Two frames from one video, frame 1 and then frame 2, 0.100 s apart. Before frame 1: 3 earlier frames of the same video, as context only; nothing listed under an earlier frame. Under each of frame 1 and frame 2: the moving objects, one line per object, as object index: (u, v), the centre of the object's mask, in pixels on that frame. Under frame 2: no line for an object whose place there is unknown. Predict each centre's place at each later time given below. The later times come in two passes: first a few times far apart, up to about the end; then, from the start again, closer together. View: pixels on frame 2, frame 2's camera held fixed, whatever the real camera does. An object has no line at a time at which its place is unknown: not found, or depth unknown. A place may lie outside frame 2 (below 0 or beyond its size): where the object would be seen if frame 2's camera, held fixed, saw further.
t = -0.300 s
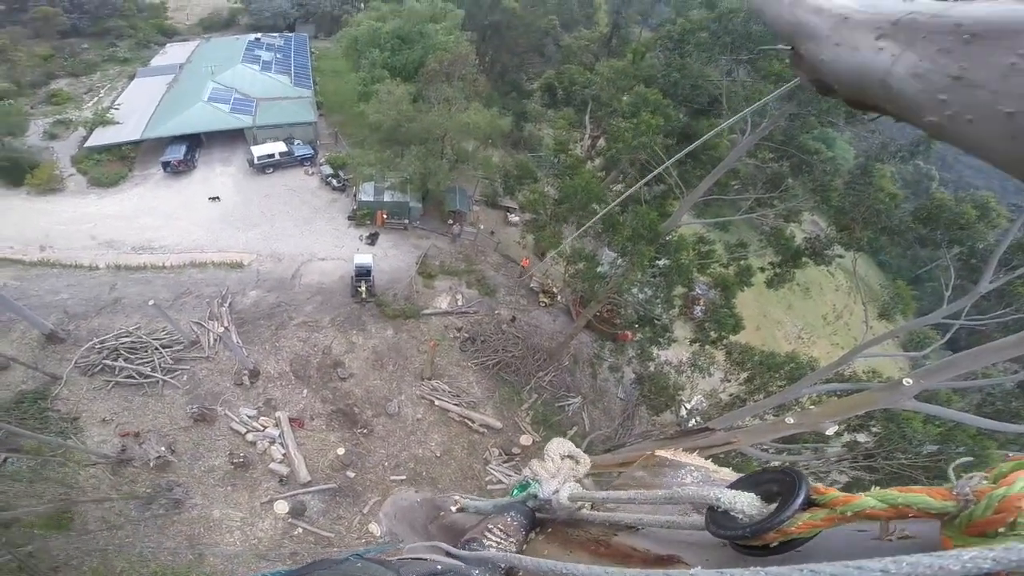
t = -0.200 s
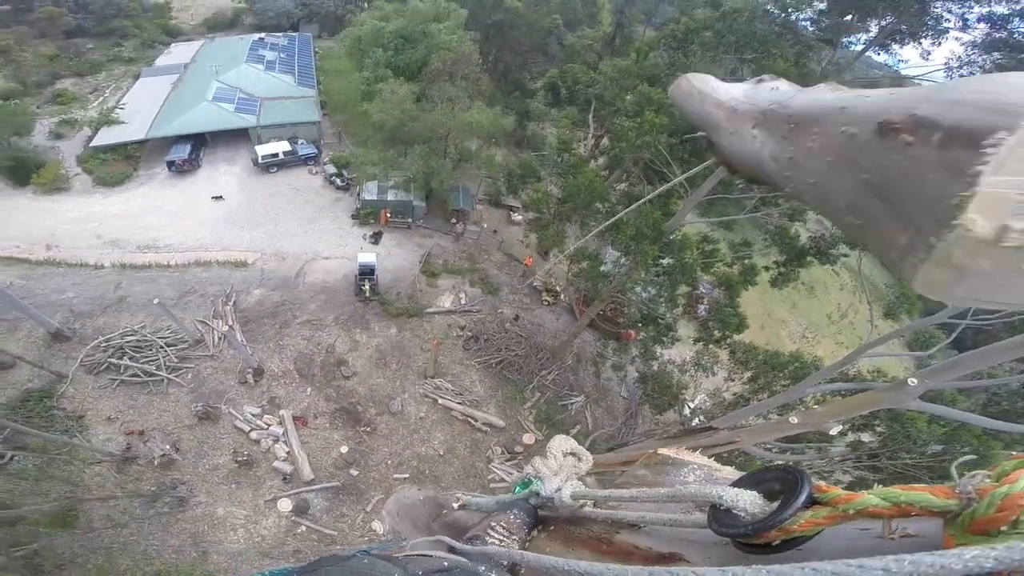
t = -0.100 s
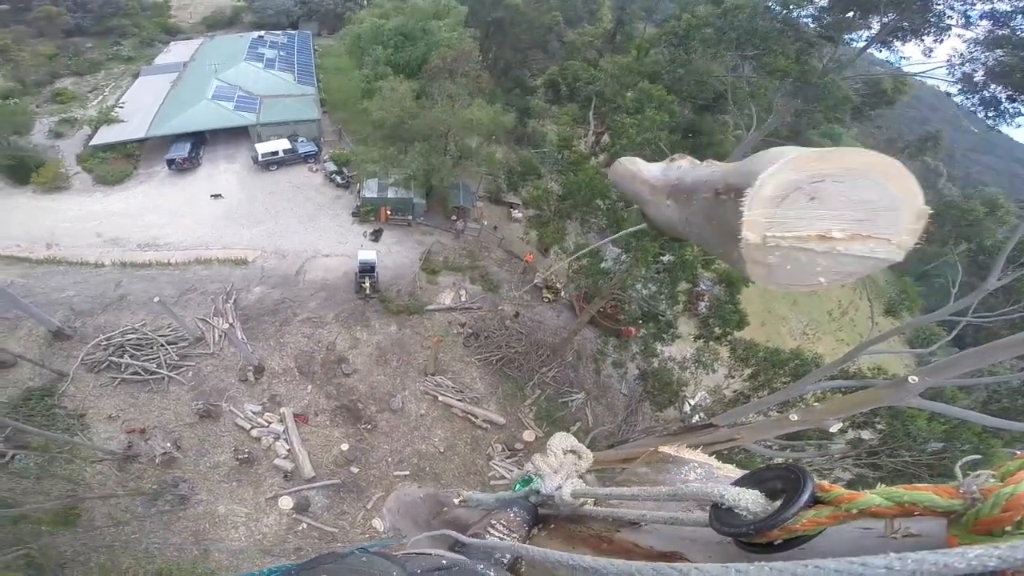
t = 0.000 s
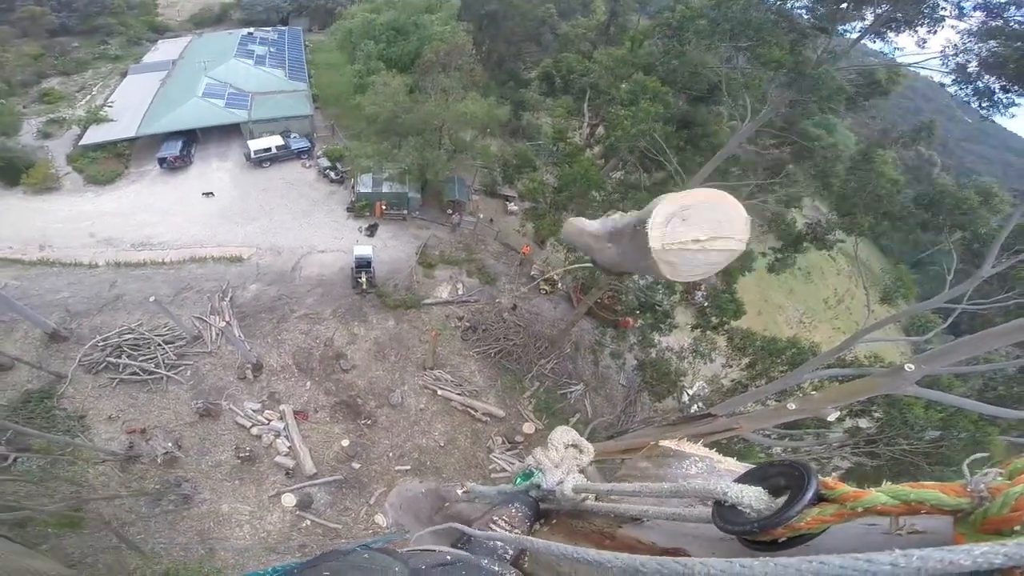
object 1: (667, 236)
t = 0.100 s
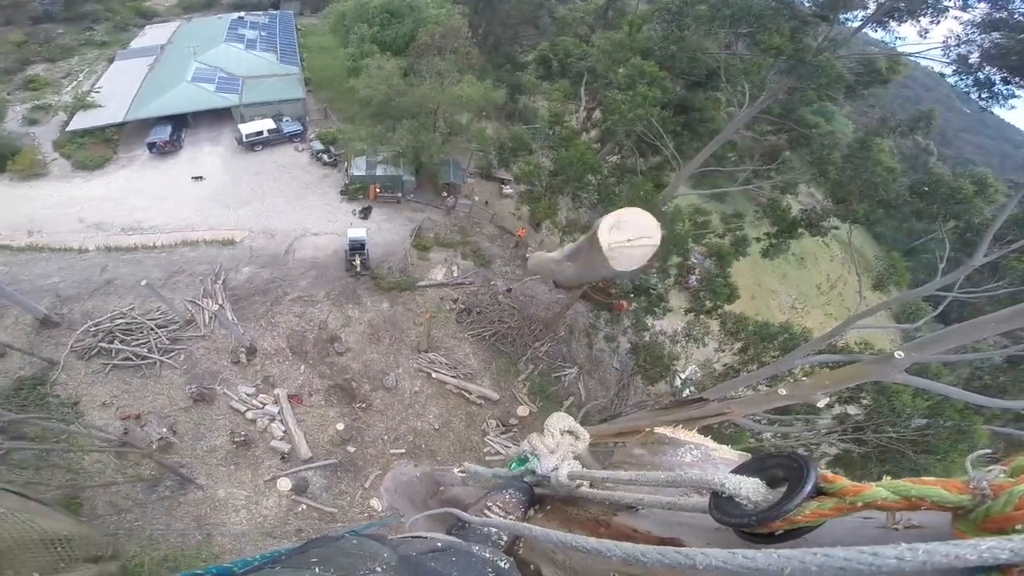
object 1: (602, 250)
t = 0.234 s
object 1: (557, 283)
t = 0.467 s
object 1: (513, 329)
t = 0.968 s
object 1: (470, 382)
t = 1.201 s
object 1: (459, 396)
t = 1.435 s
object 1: (455, 412)
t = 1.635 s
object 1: (458, 415)
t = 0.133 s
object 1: (588, 259)
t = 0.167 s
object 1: (576, 267)
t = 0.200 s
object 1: (565, 275)
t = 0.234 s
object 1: (557, 283)
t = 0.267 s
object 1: (548, 290)
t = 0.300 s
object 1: (541, 297)
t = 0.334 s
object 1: (535, 304)
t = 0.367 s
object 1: (529, 311)
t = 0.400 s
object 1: (524, 317)
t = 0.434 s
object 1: (519, 322)
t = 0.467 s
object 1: (513, 329)
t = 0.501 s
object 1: (509, 334)
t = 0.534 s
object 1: (506, 339)
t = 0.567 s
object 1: (501, 344)
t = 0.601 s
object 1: (498, 350)
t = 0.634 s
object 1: (494, 354)
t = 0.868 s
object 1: (476, 374)
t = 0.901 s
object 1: (475, 377)
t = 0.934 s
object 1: (471, 380)
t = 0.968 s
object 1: (470, 382)
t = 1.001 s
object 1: (469, 384)
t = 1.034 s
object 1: (467, 386)
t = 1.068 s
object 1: (465, 388)
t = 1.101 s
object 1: (464, 390)
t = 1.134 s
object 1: (461, 394)
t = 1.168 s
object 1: (461, 394)
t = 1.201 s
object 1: (459, 396)
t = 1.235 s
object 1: (459, 395)
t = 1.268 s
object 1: (456, 401)
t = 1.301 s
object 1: (456, 401)
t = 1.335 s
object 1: (452, 410)
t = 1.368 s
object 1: (453, 411)
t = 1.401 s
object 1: (454, 413)
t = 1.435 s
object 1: (455, 412)
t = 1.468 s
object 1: (455, 414)
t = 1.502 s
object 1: (456, 415)
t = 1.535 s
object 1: (457, 416)
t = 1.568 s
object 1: (458, 415)
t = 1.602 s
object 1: (458, 415)
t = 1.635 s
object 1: (458, 415)
